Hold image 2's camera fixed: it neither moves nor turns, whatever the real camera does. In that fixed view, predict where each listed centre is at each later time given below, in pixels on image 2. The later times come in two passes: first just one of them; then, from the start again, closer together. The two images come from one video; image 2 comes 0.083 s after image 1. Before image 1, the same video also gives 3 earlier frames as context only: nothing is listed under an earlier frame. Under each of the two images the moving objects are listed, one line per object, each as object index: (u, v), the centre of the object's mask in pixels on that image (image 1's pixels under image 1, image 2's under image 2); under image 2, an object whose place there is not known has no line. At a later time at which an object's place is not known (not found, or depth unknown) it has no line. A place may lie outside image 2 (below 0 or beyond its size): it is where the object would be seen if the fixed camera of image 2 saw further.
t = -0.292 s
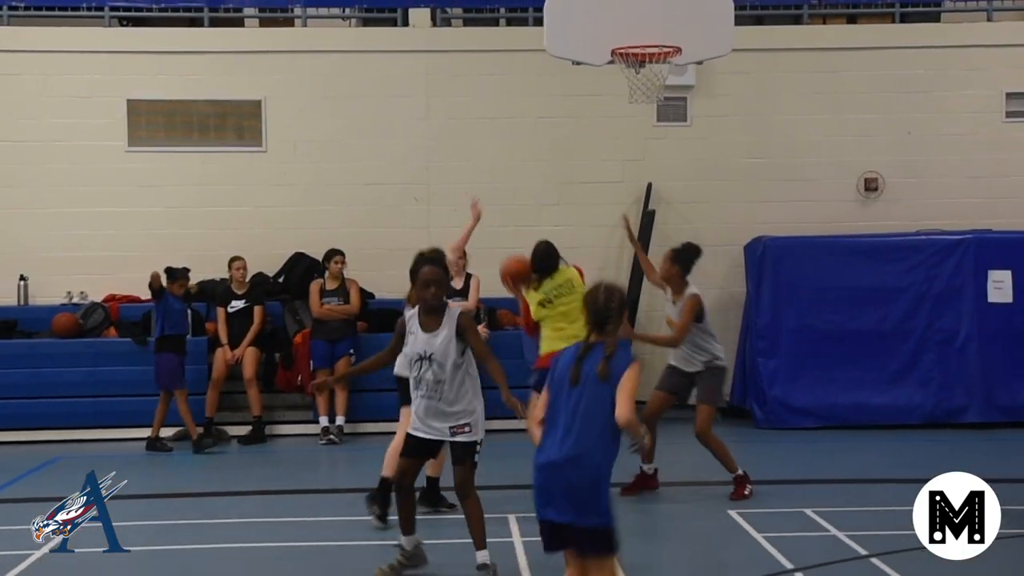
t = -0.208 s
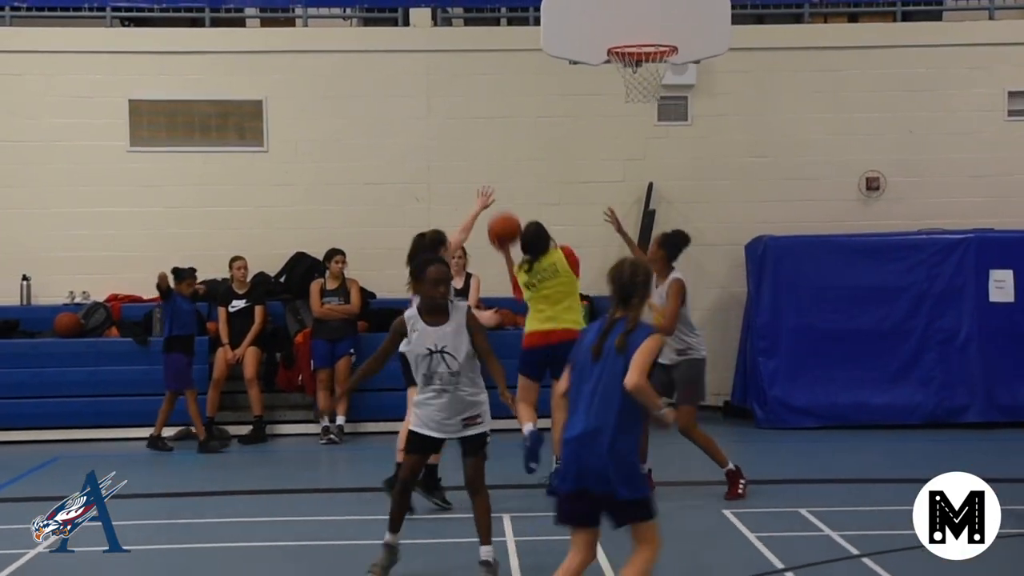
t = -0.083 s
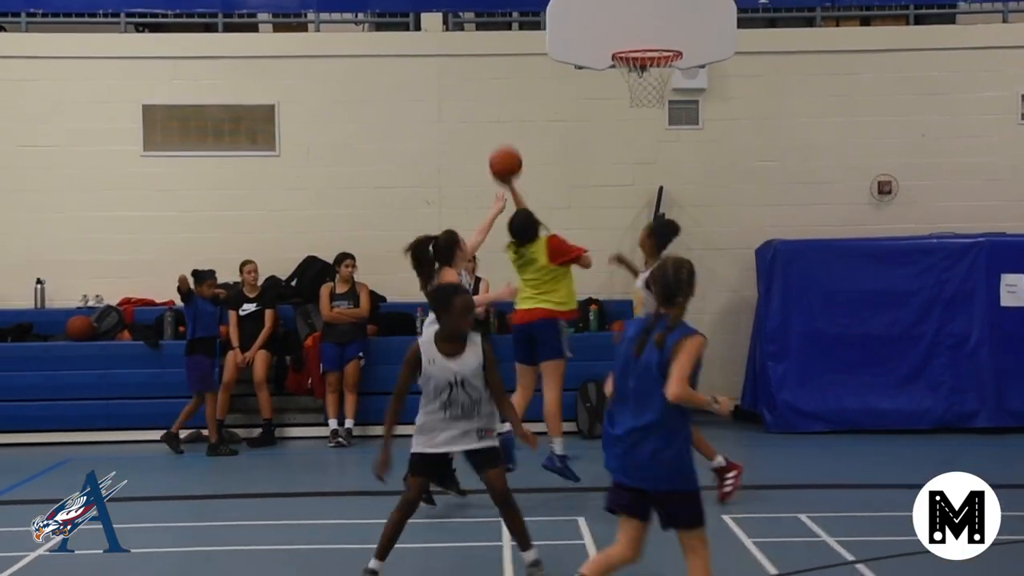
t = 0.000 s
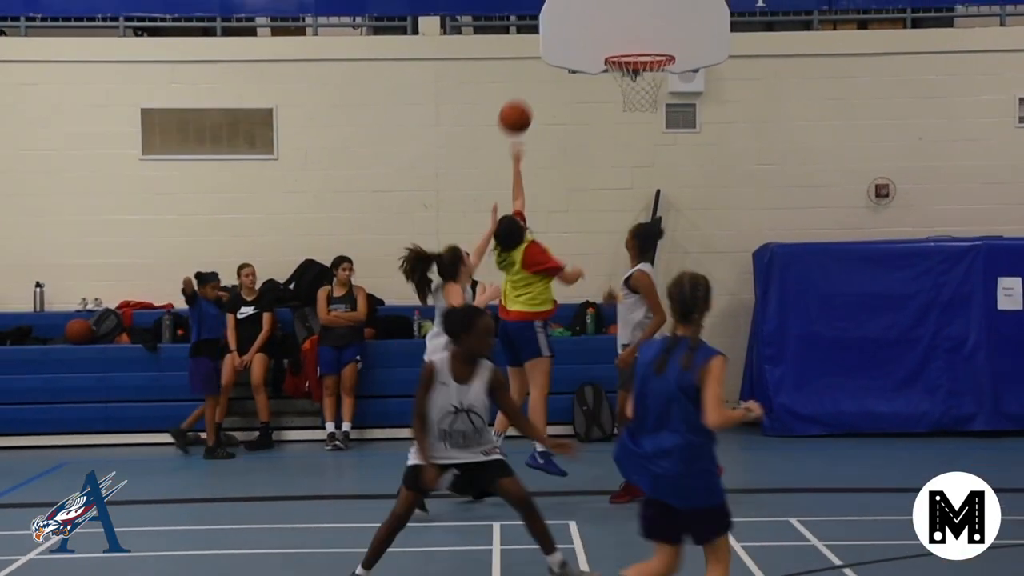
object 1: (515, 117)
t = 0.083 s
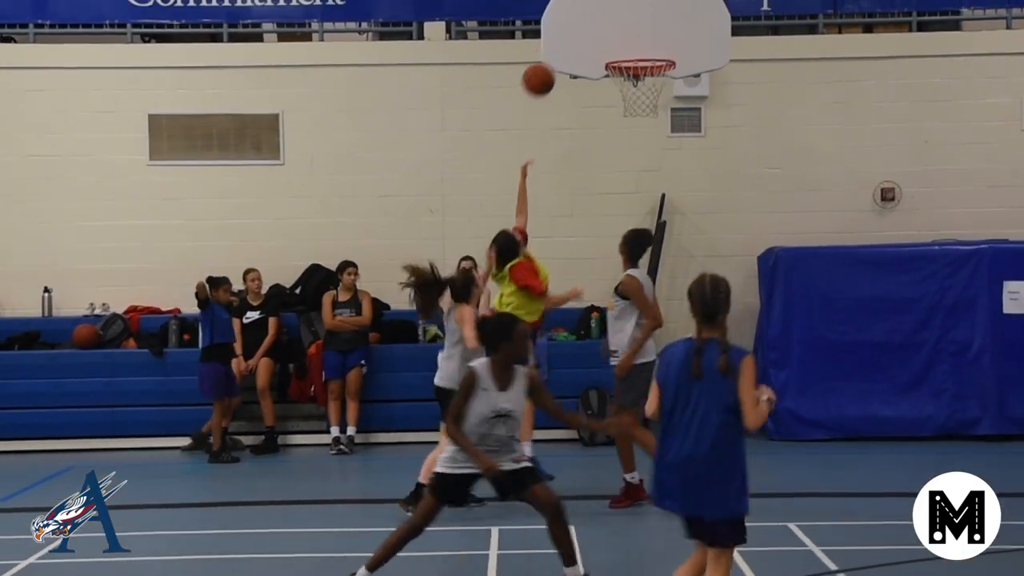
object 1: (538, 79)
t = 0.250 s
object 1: (580, 23)
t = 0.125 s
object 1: (549, 61)
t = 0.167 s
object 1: (559, 47)
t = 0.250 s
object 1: (580, 23)
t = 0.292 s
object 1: (589, 16)
